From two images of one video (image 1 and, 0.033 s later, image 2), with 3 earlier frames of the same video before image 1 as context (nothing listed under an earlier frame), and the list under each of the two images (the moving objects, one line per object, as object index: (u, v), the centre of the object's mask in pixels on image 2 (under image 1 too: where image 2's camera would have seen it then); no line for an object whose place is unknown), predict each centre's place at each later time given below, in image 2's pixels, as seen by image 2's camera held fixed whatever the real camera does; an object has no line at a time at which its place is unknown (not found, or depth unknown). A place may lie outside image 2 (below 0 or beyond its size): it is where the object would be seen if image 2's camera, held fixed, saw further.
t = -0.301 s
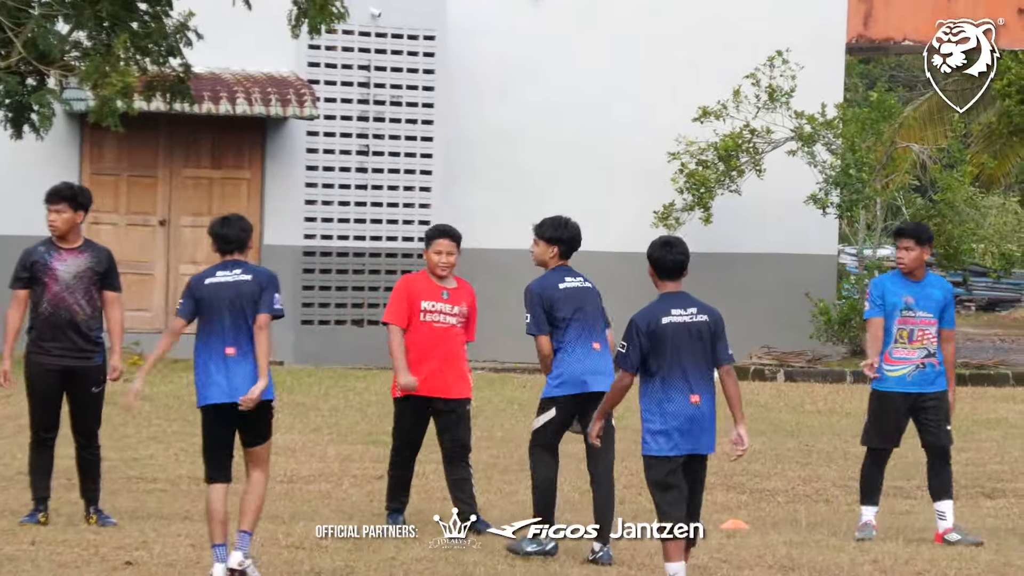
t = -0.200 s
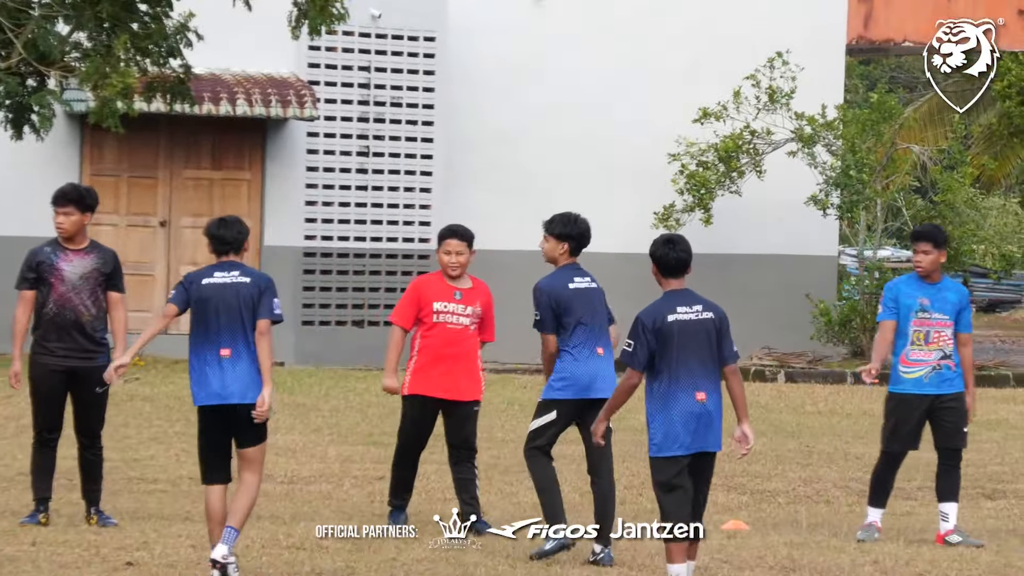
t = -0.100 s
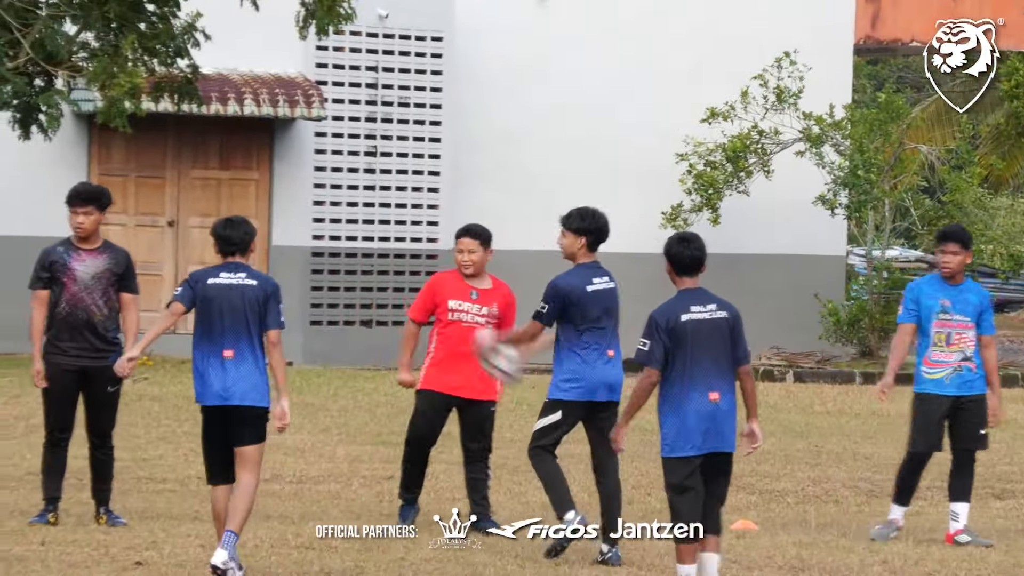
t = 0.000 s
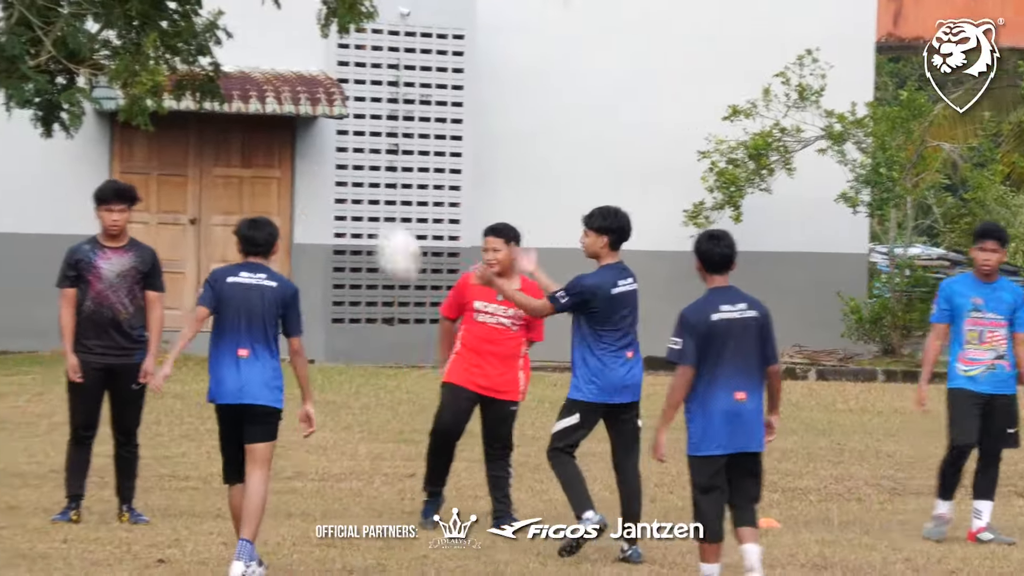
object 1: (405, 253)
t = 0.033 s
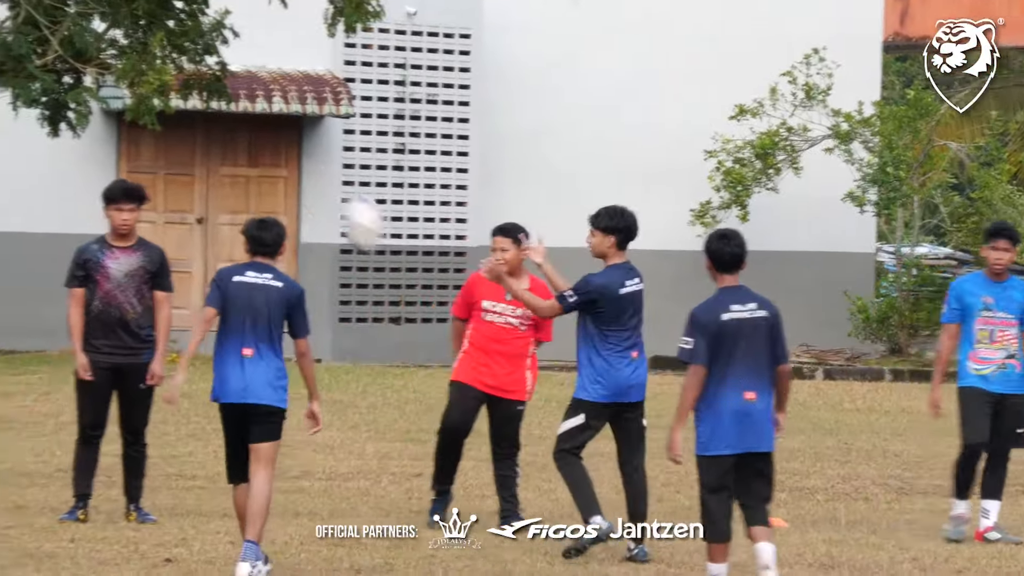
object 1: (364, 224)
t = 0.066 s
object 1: (323, 195)
